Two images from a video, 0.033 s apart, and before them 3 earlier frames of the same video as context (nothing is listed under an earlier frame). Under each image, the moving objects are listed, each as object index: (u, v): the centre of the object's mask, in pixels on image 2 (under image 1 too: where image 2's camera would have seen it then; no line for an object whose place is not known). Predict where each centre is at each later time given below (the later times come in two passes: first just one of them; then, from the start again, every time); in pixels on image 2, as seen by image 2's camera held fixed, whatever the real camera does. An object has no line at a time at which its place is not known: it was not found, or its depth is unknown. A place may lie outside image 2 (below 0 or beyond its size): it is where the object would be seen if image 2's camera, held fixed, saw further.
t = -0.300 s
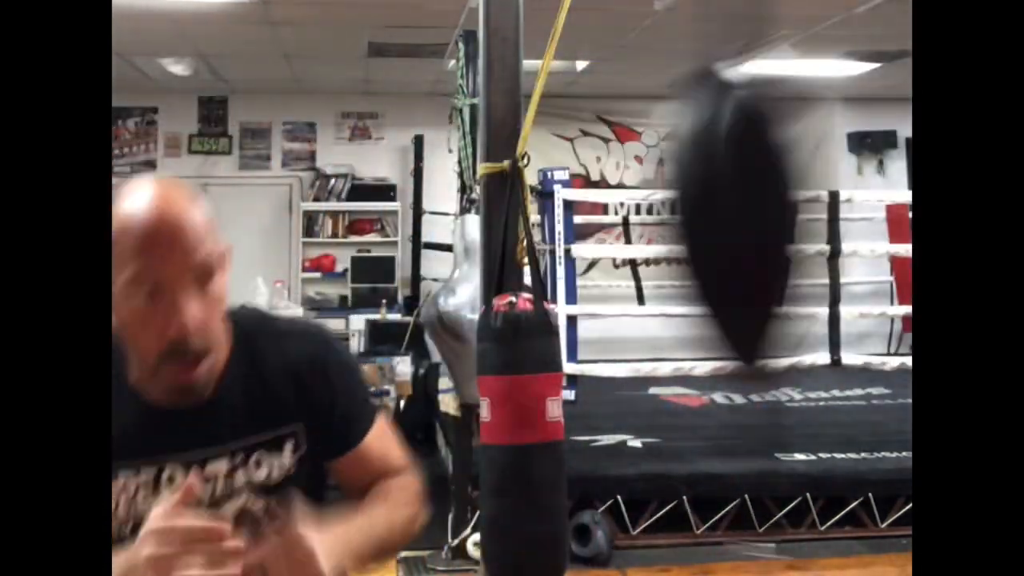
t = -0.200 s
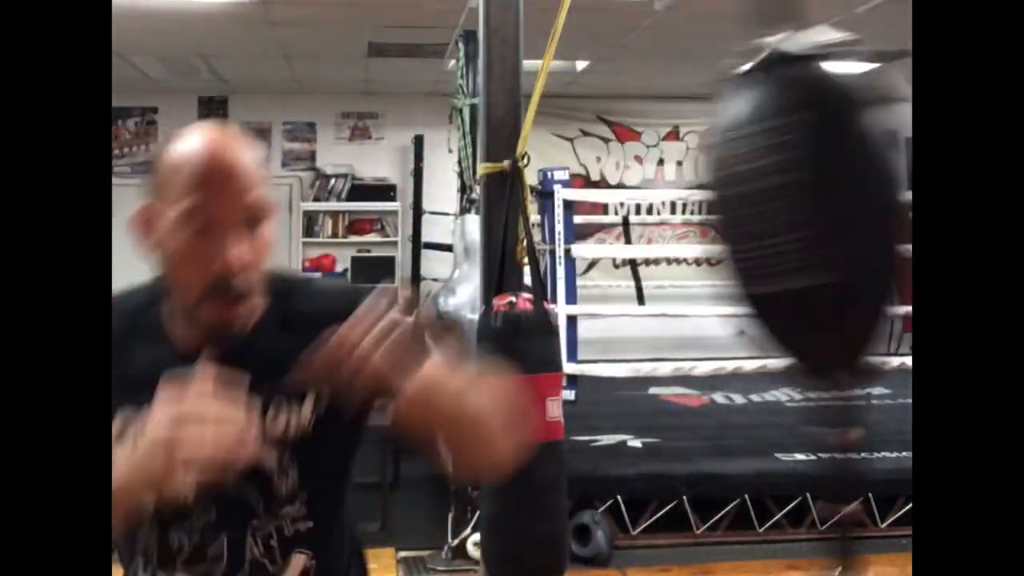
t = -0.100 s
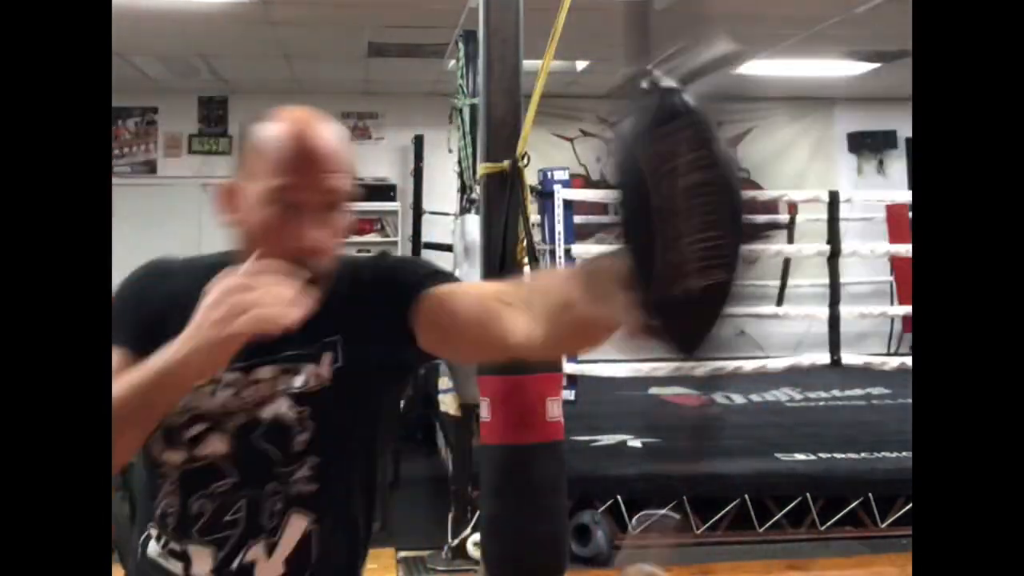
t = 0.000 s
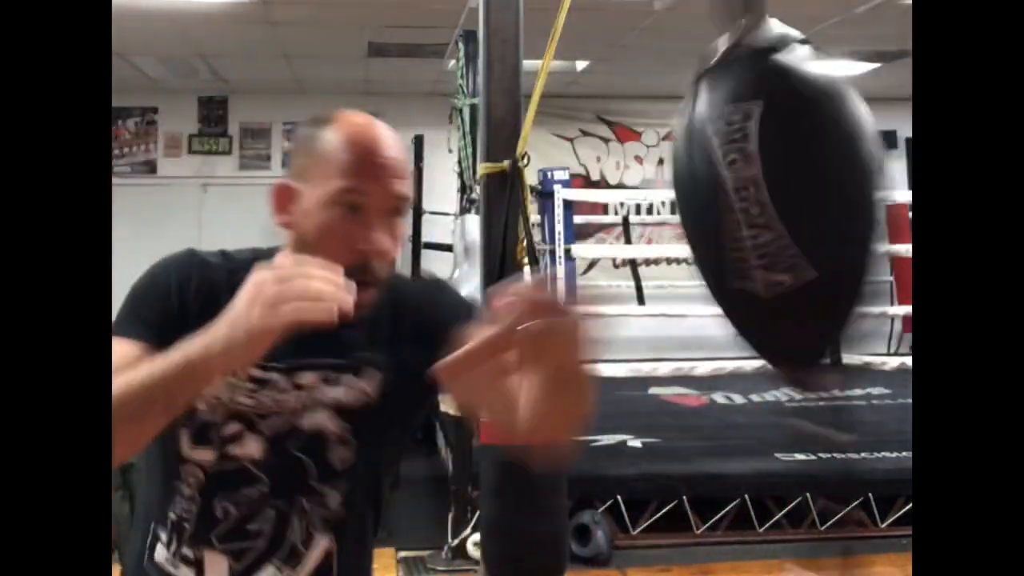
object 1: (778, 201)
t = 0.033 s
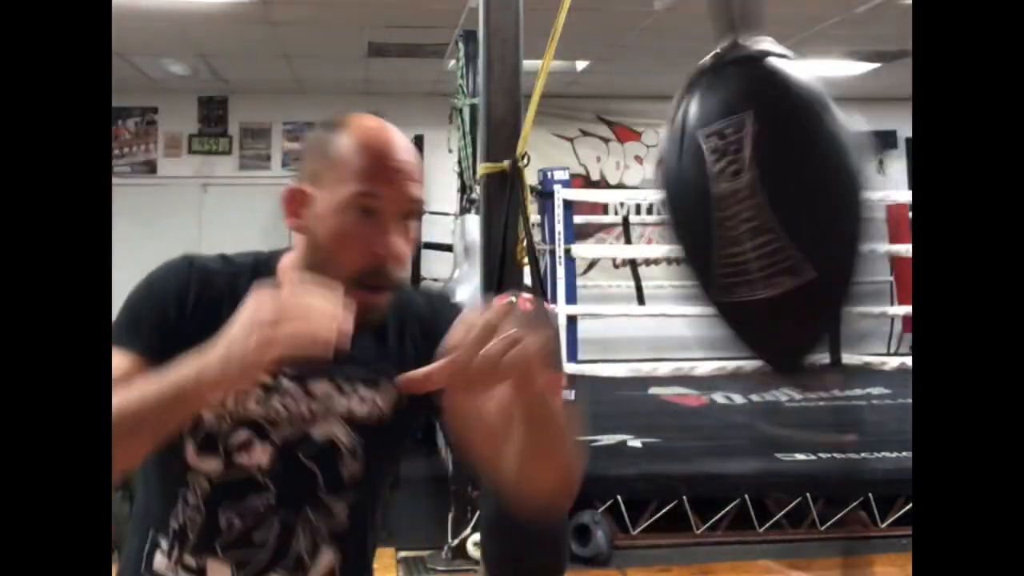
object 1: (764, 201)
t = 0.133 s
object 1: (615, 232)
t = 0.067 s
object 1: (738, 198)
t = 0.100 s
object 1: (682, 221)
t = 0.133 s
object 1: (615, 232)
